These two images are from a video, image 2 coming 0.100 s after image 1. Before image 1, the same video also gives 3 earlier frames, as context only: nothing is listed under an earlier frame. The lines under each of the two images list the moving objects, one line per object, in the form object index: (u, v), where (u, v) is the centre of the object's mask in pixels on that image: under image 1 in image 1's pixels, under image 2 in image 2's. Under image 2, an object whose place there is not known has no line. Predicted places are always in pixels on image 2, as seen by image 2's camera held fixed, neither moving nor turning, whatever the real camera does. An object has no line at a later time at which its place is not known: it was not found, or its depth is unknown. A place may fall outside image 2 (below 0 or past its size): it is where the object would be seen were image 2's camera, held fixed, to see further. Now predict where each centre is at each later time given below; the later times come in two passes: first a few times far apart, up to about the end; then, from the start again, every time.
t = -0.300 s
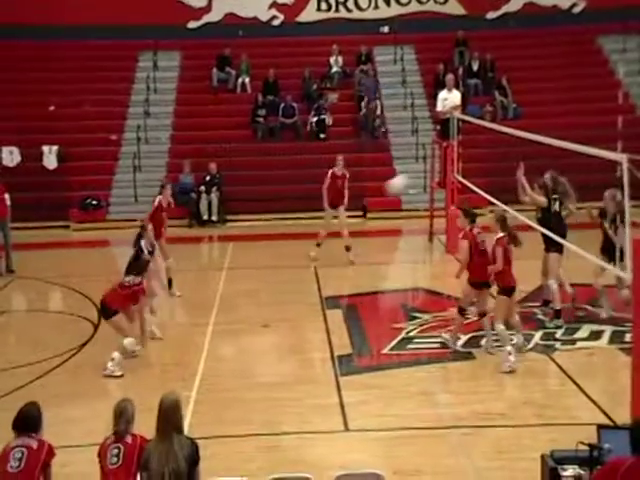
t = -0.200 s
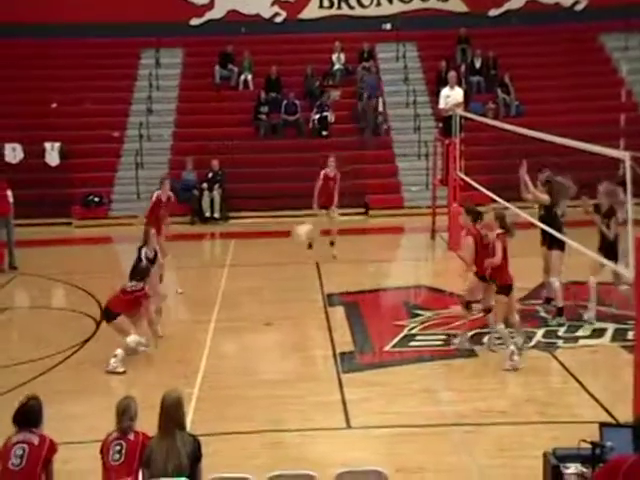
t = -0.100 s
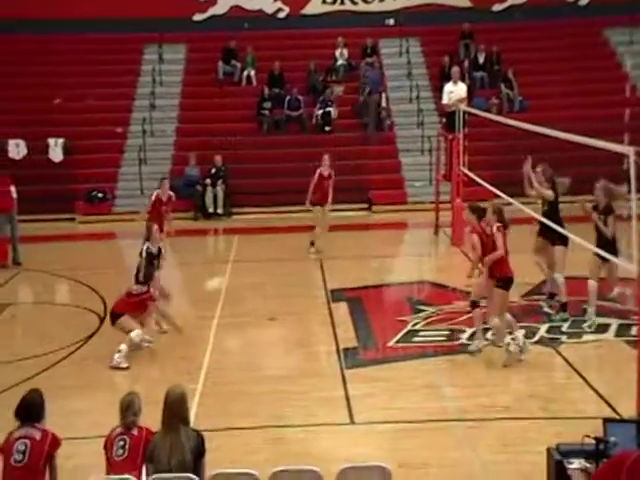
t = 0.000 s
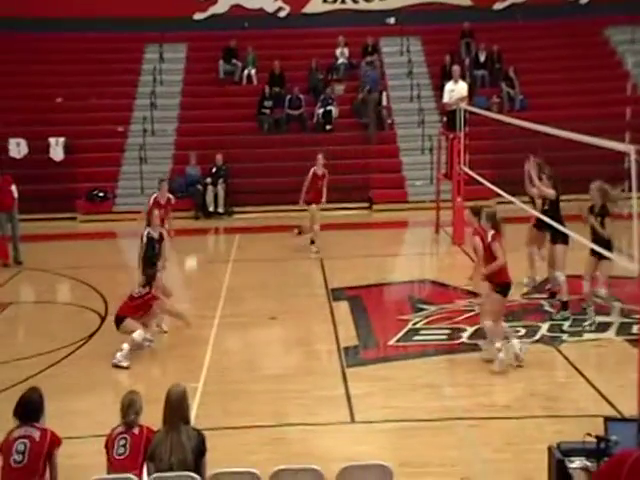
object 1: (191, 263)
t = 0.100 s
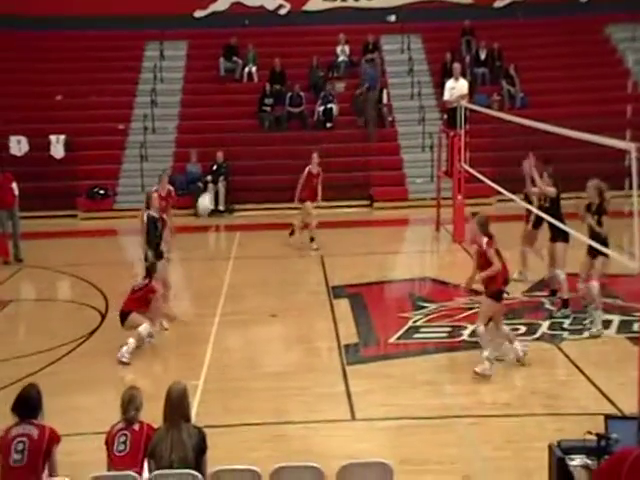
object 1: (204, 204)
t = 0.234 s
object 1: (222, 138)
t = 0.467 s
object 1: (252, 59)
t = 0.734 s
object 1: (287, 32)
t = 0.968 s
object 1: (318, 60)
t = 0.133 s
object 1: (209, 188)
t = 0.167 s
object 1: (213, 169)
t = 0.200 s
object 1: (218, 152)
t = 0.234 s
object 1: (222, 138)
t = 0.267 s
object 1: (226, 124)
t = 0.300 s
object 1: (230, 111)
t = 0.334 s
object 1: (235, 99)
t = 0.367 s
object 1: (239, 88)
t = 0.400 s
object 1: (243, 78)
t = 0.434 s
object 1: (248, 70)
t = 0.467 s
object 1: (252, 59)
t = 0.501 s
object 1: (257, 53)
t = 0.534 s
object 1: (261, 47)
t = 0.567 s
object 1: (265, 42)
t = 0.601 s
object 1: (270, 38)
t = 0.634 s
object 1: (274, 35)
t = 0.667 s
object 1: (278, 33)
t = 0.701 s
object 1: (283, 32)
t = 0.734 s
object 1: (287, 32)
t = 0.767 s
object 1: (292, 33)
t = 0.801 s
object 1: (296, 35)
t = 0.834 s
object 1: (301, 38)
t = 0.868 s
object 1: (305, 42)
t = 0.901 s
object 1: (309, 47)
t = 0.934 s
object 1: (314, 53)
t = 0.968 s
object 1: (318, 60)
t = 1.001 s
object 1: (323, 68)
